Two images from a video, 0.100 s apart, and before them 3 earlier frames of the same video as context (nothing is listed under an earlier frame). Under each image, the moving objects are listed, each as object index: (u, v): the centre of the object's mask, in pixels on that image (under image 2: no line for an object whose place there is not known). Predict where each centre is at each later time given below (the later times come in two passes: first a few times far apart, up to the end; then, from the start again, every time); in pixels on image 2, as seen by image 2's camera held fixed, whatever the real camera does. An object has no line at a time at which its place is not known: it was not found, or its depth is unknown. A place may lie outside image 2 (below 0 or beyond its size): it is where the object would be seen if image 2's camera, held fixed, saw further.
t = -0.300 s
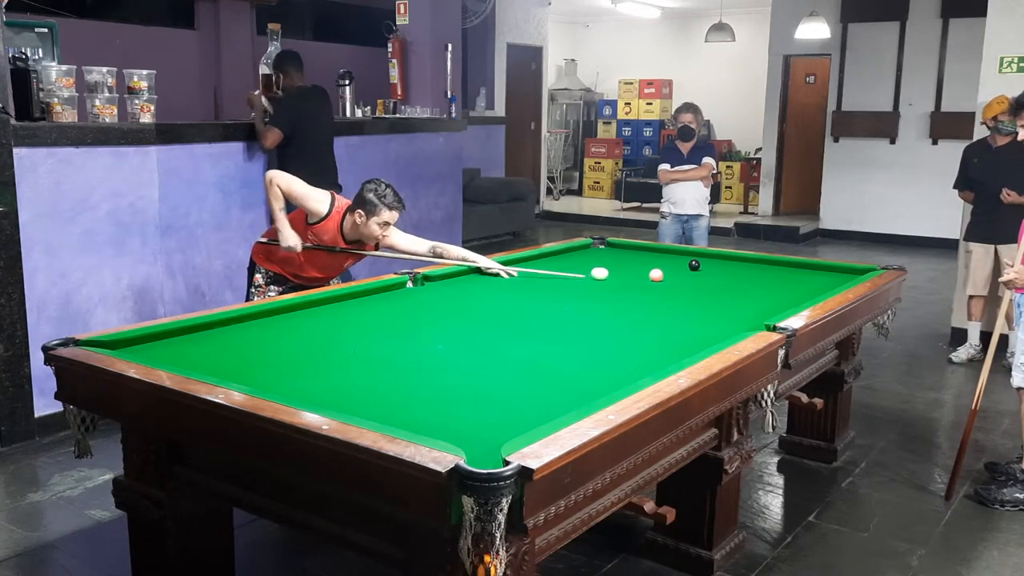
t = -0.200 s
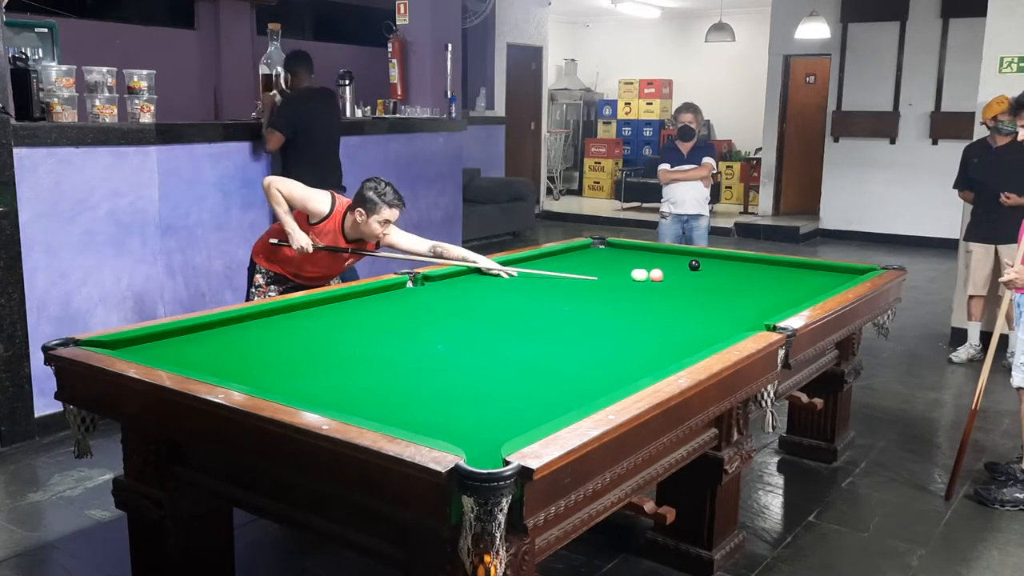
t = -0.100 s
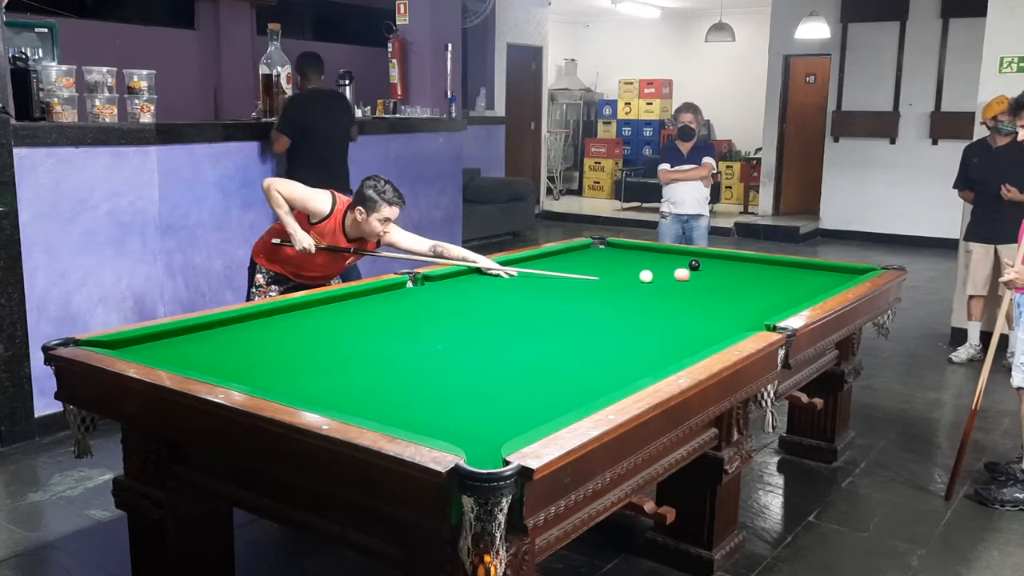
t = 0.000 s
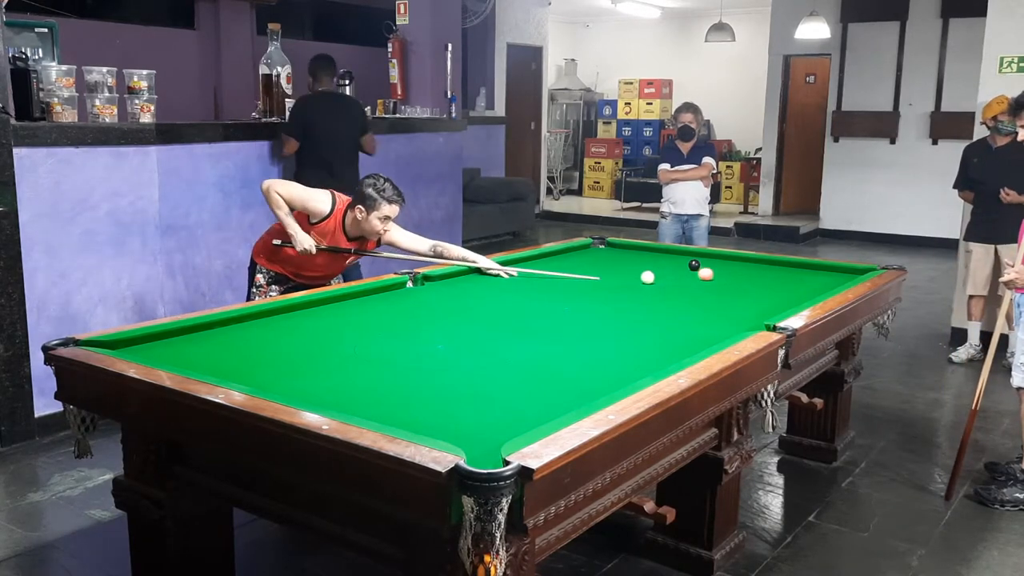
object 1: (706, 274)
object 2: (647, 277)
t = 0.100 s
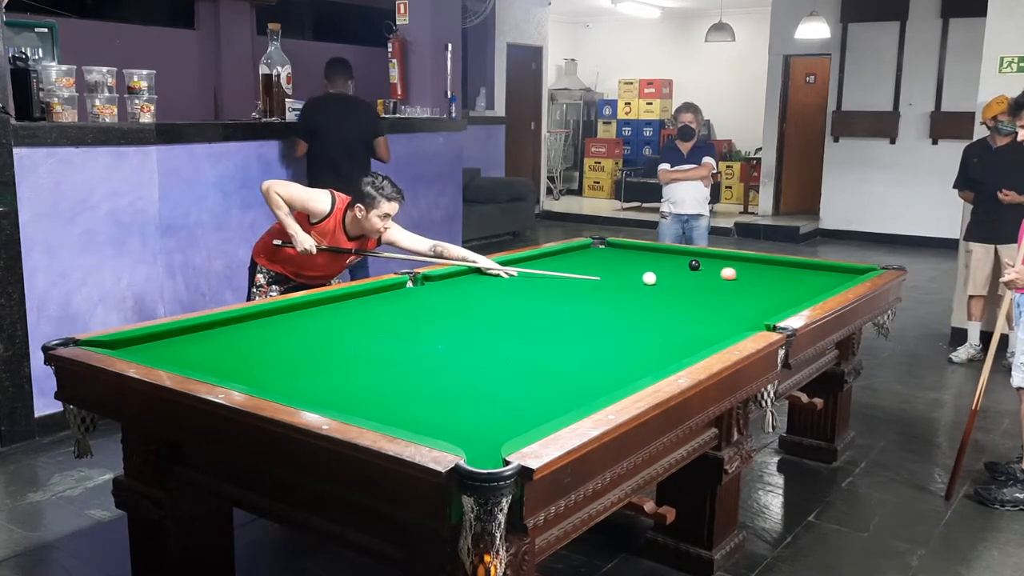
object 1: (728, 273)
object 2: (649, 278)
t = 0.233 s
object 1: (758, 273)
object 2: (651, 279)
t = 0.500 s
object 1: (815, 272)
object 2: (655, 282)
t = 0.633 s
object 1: (842, 272)
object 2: (657, 283)
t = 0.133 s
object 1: (735, 273)
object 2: (650, 278)
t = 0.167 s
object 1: (743, 273)
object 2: (650, 279)
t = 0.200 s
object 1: (750, 273)
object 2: (651, 279)
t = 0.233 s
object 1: (758, 273)
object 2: (651, 279)
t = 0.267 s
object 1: (765, 273)
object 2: (652, 280)
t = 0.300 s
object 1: (772, 273)
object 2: (652, 280)
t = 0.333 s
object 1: (779, 273)
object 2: (653, 280)
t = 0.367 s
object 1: (786, 273)
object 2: (653, 281)
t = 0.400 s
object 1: (793, 273)
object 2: (654, 281)
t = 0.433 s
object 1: (801, 273)
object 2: (654, 281)
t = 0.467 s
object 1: (808, 273)
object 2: (655, 282)
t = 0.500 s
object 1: (815, 272)
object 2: (655, 282)
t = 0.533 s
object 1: (821, 272)
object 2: (655, 282)
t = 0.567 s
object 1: (829, 272)
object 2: (656, 283)
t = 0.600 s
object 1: (835, 272)
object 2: (656, 283)
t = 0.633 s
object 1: (842, 272)
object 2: (657, 283)
